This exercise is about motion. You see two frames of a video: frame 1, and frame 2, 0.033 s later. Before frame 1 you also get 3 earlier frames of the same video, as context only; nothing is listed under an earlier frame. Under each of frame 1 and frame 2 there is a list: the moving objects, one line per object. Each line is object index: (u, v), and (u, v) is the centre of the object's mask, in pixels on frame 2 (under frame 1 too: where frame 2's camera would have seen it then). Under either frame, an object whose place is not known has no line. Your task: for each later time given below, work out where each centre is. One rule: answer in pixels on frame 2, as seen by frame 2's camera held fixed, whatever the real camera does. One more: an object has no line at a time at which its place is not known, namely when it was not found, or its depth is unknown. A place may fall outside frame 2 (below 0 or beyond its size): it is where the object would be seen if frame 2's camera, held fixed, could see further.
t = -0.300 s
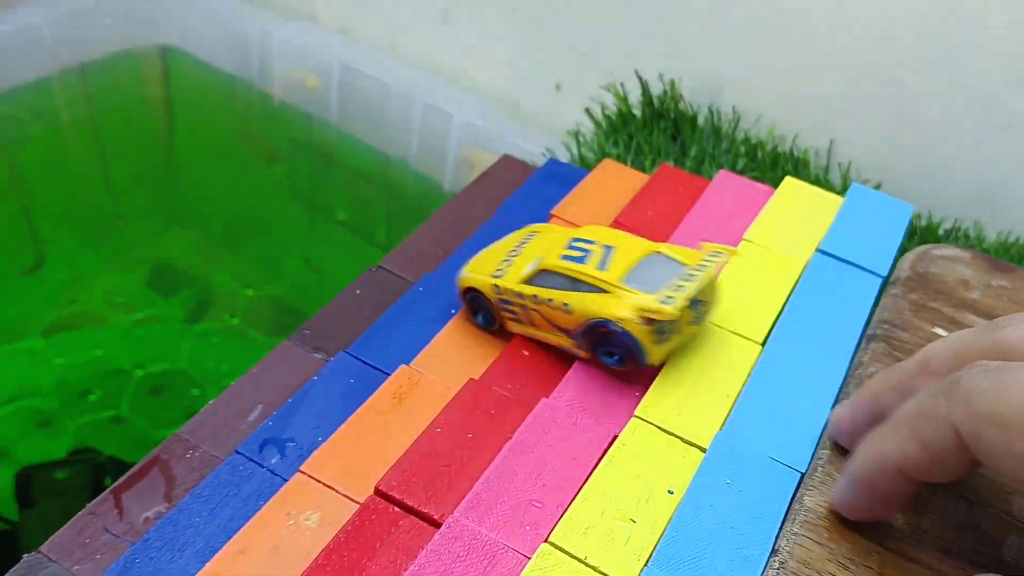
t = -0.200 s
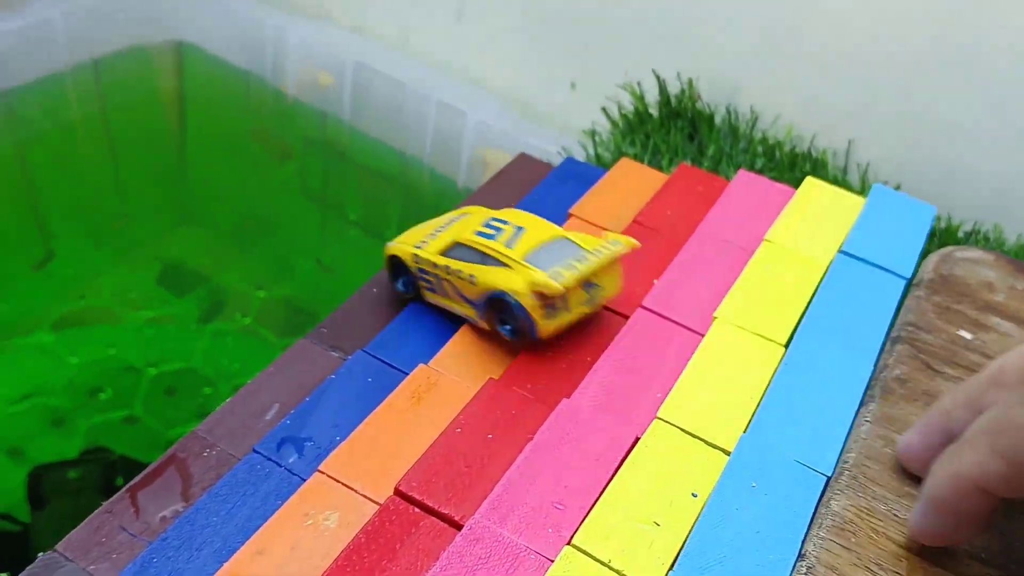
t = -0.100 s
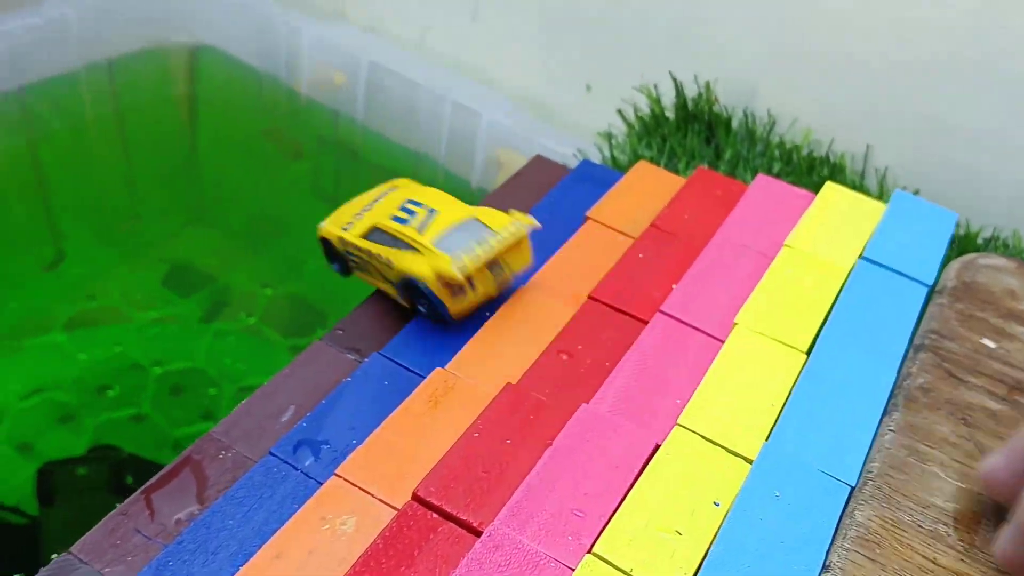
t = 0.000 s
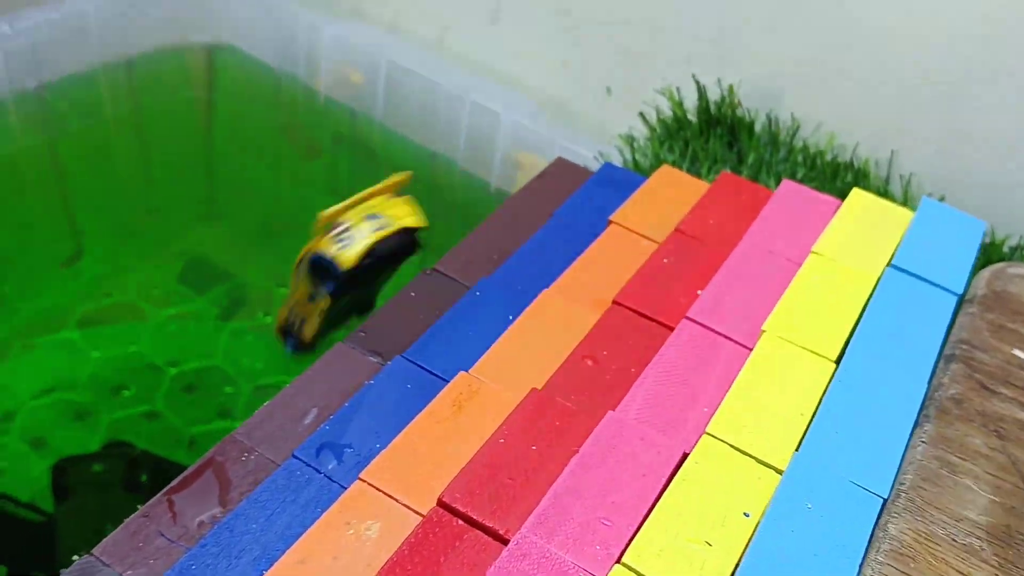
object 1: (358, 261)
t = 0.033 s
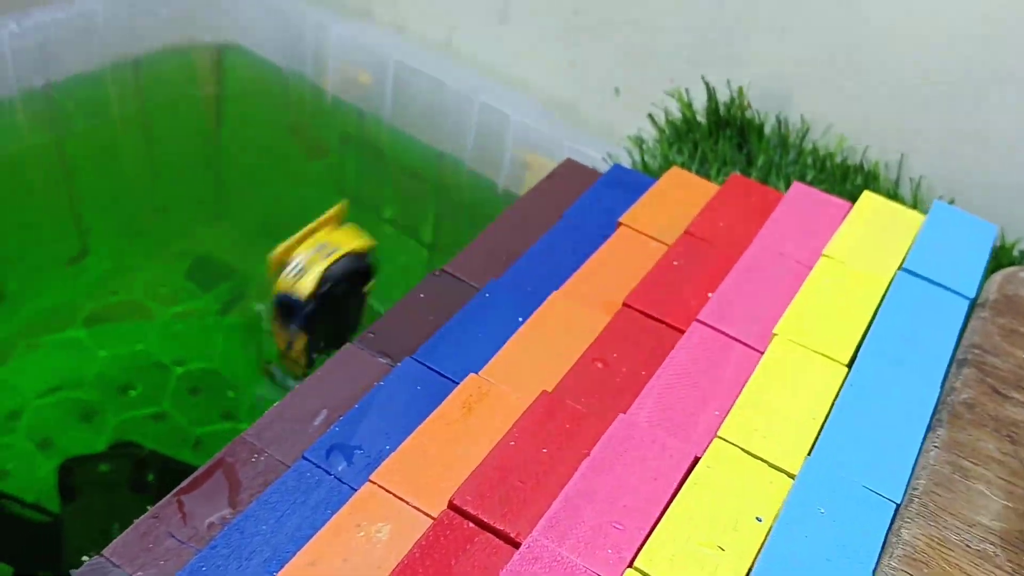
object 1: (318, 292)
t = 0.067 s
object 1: (285, 321)
